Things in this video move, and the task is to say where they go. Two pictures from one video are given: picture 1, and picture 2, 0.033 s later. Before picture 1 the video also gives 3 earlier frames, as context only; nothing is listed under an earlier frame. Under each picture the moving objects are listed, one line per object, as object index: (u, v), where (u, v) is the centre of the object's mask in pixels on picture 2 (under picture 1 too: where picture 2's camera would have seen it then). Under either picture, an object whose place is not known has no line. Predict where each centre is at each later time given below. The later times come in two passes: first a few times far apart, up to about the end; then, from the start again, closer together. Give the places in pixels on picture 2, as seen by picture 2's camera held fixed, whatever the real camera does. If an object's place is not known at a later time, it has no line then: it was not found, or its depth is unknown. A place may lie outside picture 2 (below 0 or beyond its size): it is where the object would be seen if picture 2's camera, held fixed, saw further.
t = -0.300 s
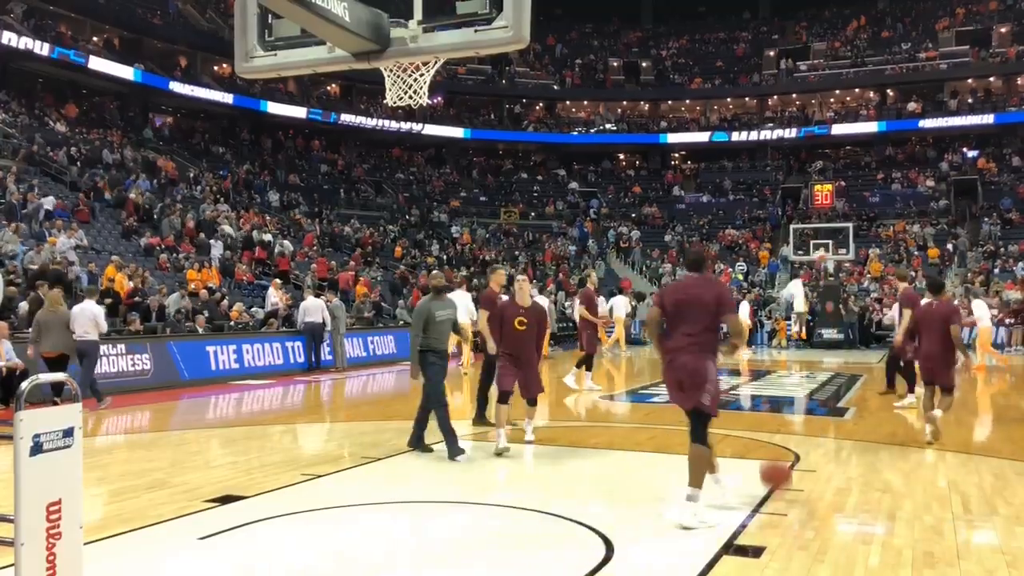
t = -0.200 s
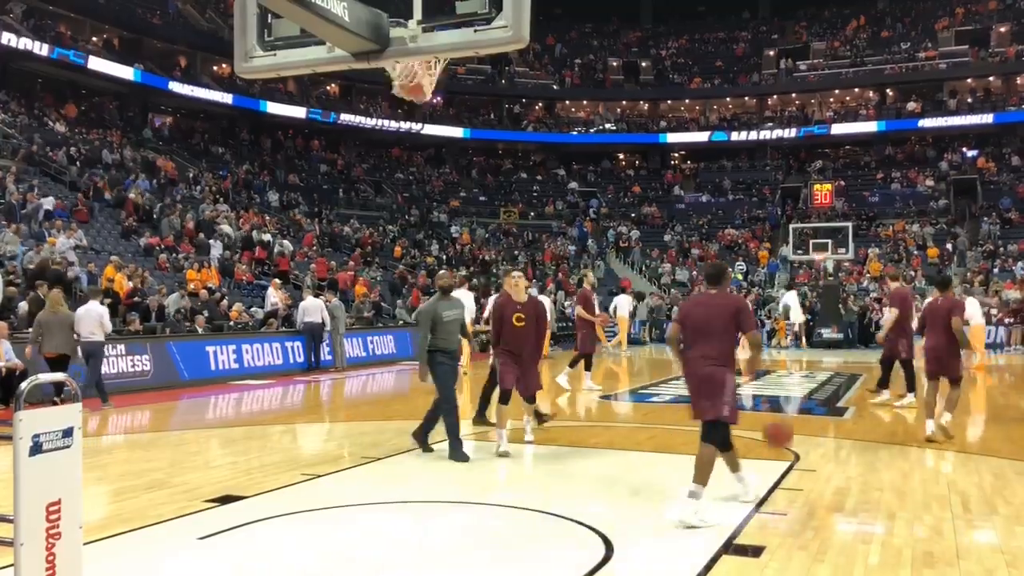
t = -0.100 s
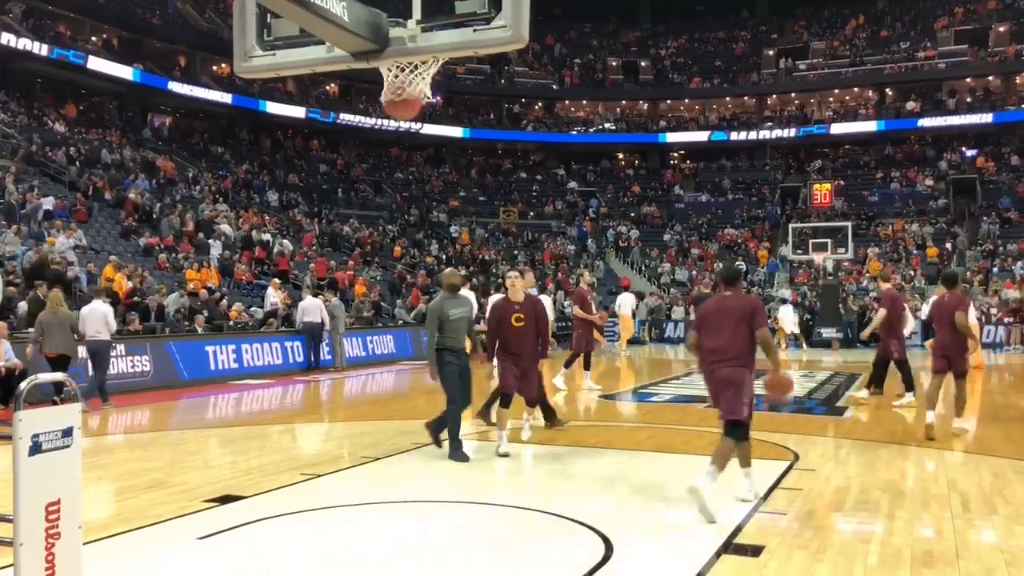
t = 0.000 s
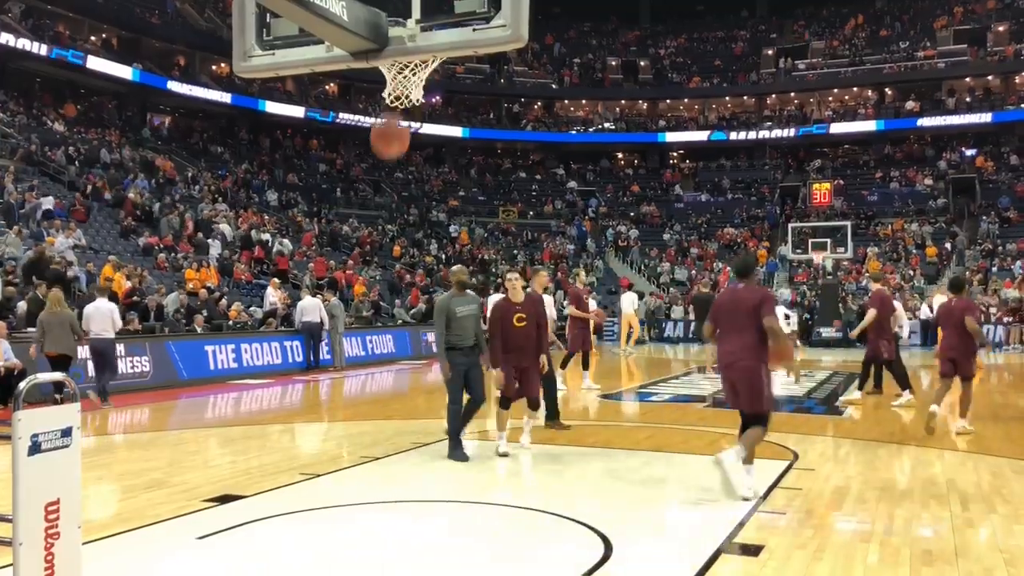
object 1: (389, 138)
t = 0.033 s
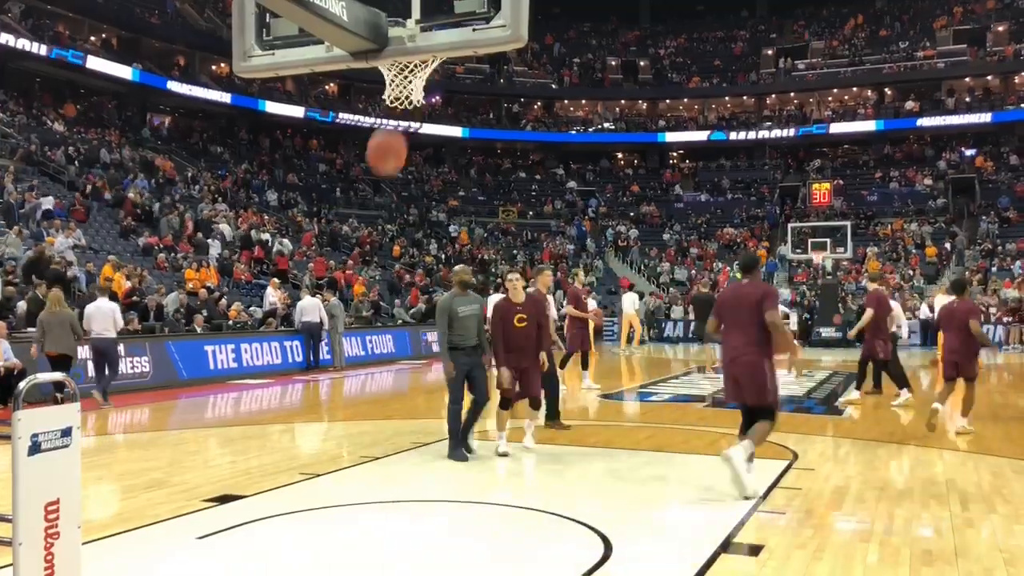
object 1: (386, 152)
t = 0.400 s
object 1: (341, 469)
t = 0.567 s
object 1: (321, 456)
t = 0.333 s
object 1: (349, 392)
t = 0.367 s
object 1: (345, 430)
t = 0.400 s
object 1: (341, 469)
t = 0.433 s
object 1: (337, 510)
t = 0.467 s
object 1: (333, 549)
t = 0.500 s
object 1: (329, 517)
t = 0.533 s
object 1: (326, 488)
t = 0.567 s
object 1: (321, 456)
